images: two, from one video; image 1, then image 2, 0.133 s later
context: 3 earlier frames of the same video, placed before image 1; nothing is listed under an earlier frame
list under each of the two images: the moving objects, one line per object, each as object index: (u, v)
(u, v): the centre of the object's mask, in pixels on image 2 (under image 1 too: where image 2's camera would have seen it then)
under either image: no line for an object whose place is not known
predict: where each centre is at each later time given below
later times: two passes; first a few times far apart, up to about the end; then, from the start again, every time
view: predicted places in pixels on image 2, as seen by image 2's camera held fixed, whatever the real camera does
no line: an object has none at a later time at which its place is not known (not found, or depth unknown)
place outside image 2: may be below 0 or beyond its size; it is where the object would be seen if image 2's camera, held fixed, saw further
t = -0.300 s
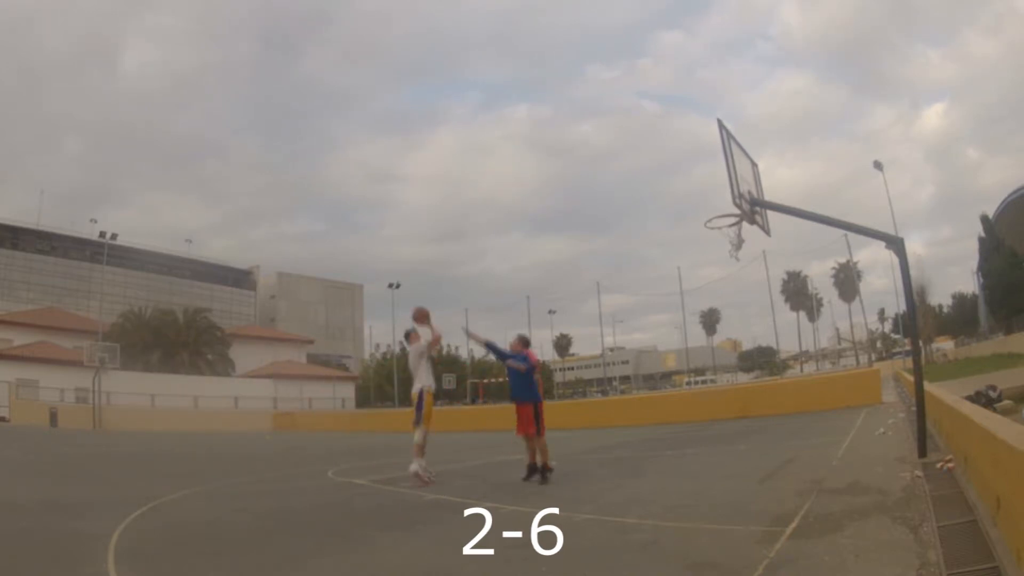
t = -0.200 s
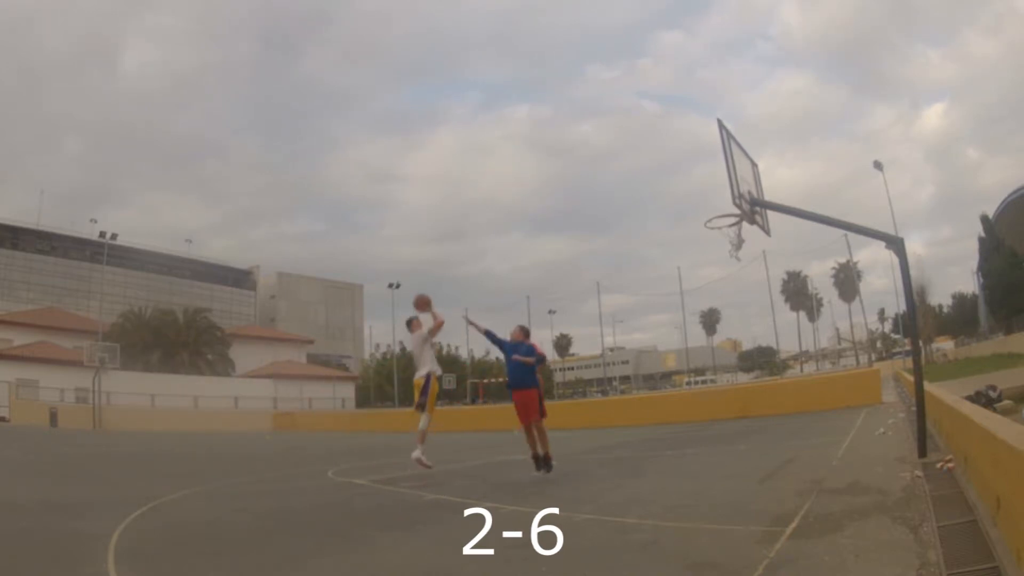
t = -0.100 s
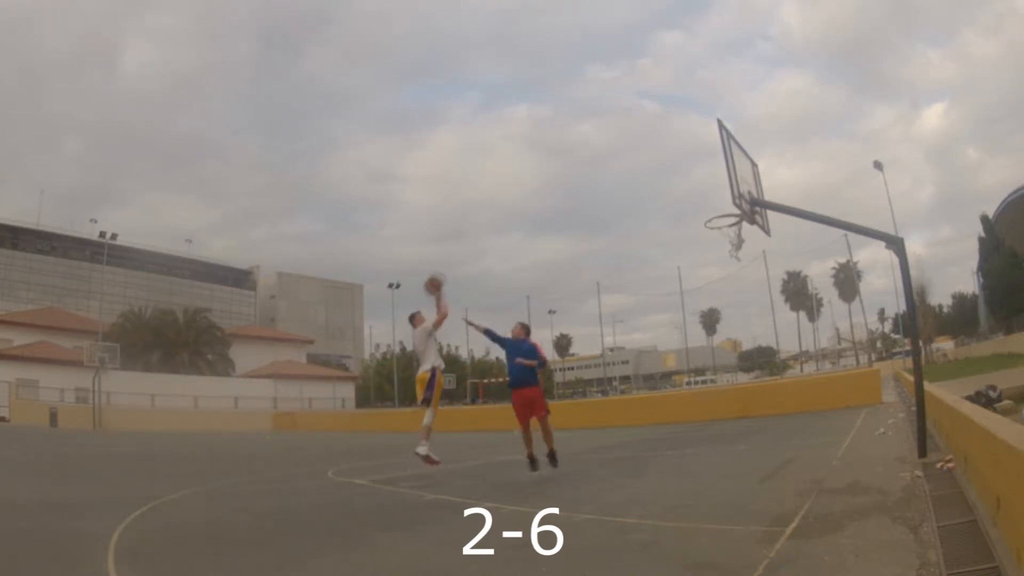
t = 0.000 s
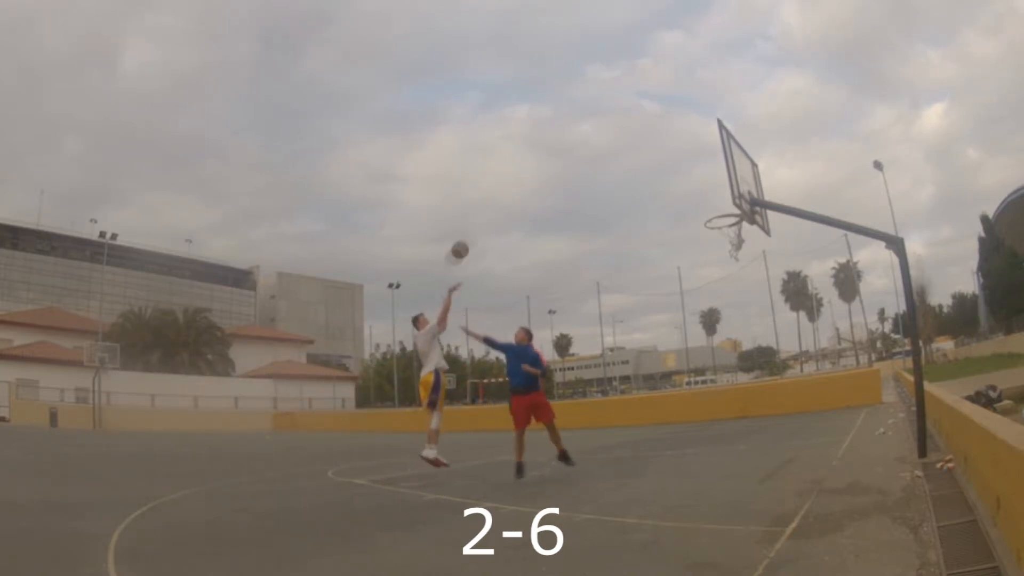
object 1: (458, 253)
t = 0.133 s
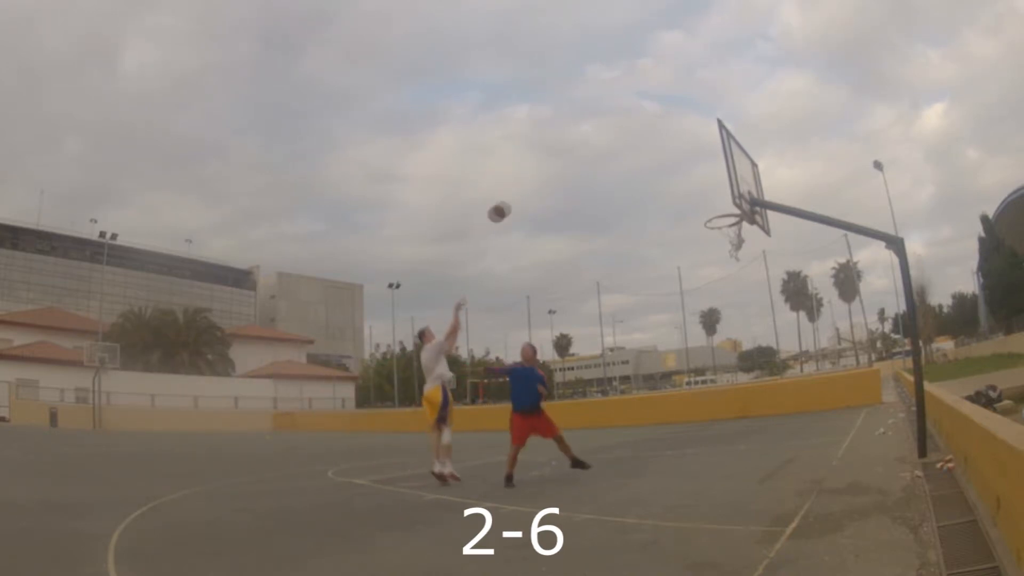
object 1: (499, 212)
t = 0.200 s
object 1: (518, 198)
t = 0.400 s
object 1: (578, 174)
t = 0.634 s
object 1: (654, 181)
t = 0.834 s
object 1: (722, 219)
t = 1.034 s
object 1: (736, 263)
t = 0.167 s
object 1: (507, 206)
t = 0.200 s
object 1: (518, 198)
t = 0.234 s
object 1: (529, 192)
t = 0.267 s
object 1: (537, 187)
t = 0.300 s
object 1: (549, 182)
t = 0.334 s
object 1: (557, 179)
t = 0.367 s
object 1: (568, 176)
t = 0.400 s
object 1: (578, 174)
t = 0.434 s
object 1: (588, 172)
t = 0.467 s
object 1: (599, 172)
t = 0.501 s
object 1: (609, 172)
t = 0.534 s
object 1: (620, 173)
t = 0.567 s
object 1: (631, 175)
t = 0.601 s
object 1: (641, 177)
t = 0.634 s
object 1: (654, 181)
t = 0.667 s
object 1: (663, 184)
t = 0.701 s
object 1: (675, 190)
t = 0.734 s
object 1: (687, 196)
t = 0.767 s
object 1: (697, 202)
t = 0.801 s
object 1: (708, 208)
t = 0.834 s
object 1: (722, 219)
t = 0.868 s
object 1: (730, 227)
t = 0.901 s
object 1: (733, 235)
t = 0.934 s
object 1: (735, 242)
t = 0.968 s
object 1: (735, 247)
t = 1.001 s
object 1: (735, 255)
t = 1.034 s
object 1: (736, 263)
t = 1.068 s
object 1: (737, 274)
